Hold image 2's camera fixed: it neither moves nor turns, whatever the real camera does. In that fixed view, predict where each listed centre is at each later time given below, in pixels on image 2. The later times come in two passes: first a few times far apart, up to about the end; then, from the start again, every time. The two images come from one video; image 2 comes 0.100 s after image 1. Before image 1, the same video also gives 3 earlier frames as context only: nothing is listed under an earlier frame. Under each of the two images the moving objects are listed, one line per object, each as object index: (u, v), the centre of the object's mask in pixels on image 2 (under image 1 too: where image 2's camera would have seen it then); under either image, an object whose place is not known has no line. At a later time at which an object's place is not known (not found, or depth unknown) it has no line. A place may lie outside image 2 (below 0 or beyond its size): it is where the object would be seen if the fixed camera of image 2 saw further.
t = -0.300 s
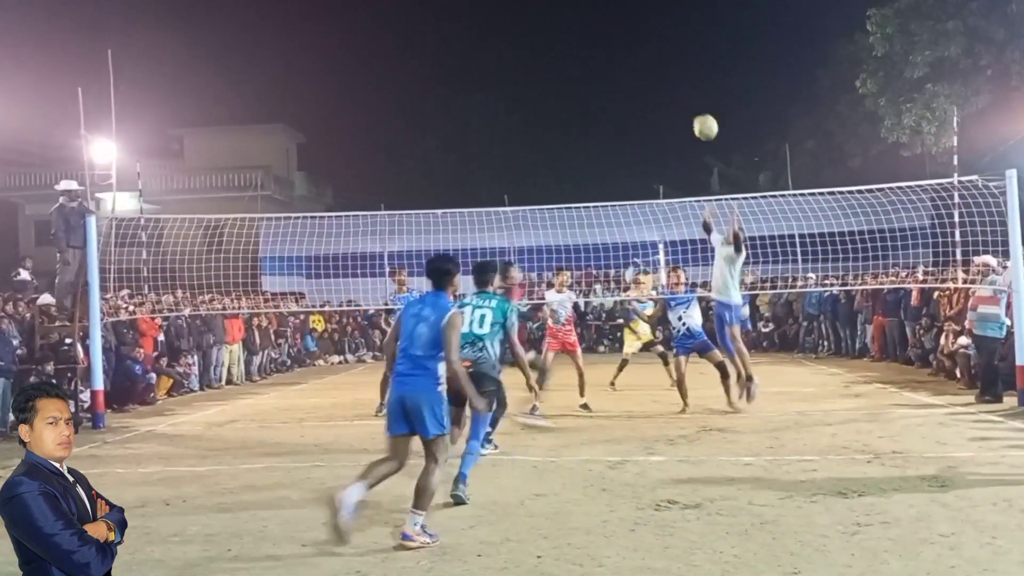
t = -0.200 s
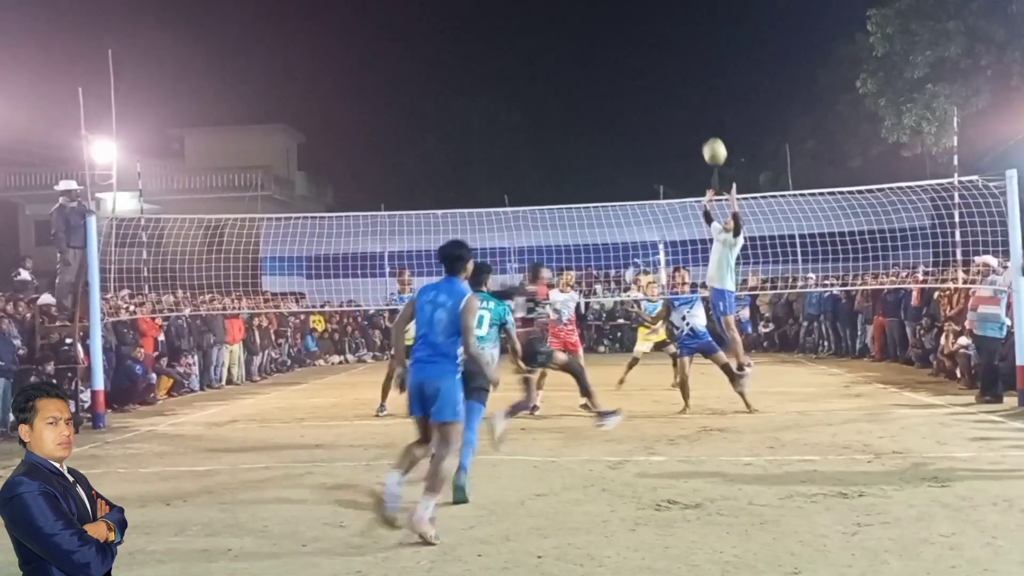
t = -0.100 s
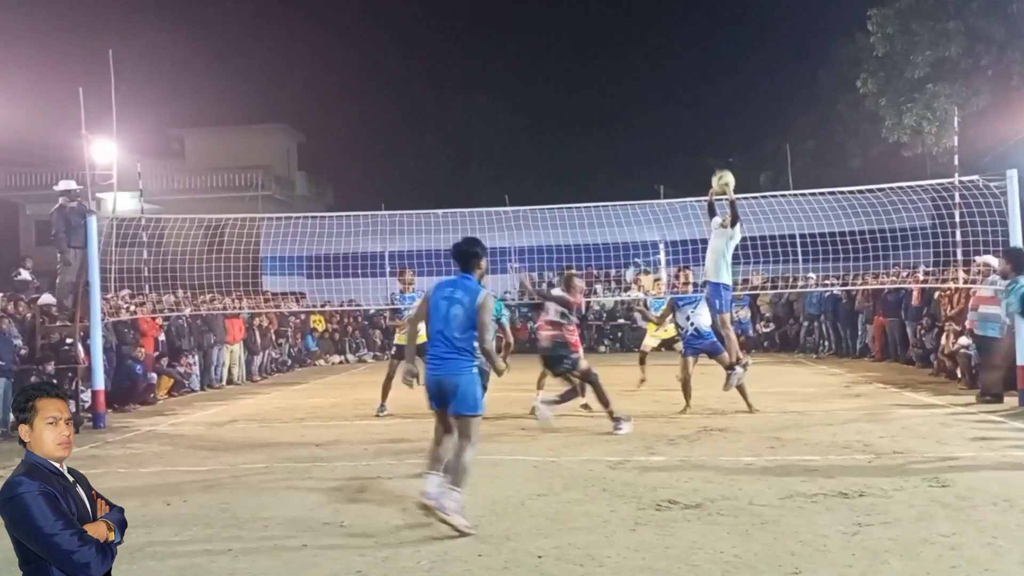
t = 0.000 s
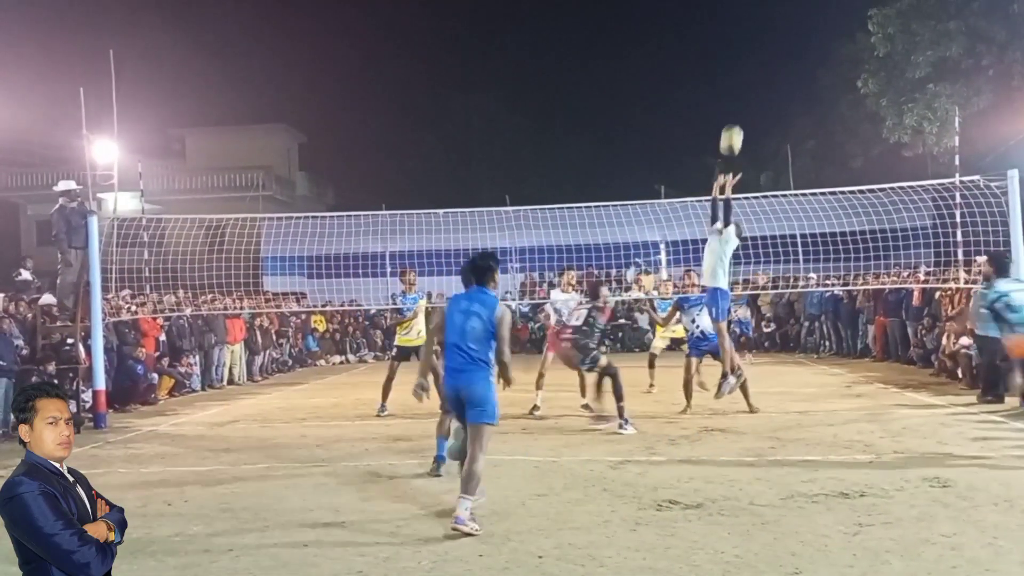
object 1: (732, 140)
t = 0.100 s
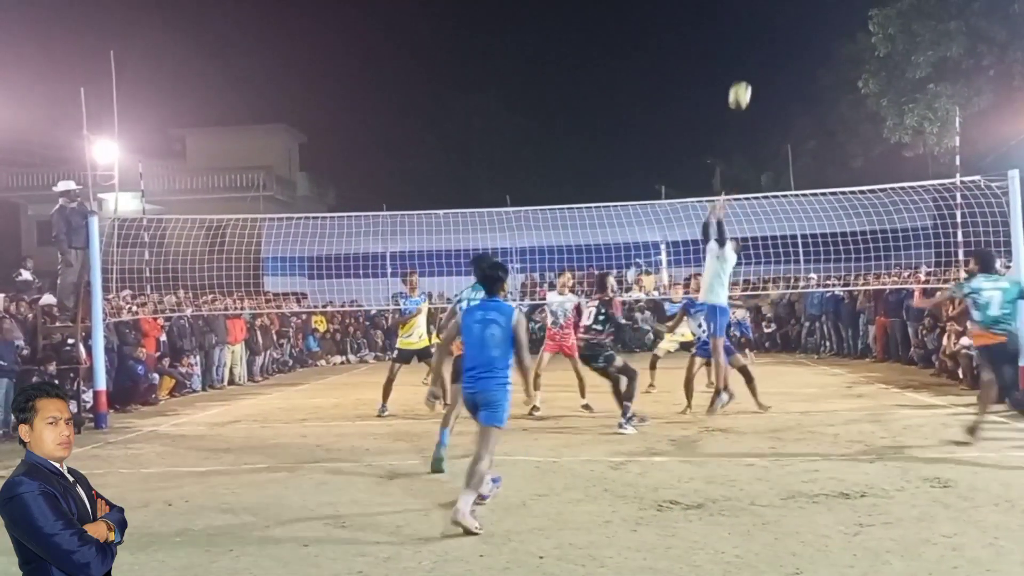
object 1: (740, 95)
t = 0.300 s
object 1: (755, 34)
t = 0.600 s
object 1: (779, 11)
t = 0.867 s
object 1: (802, 62)
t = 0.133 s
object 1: (742, 82)
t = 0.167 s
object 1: (745, 71)
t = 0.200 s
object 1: (747, 60)
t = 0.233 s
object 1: (750, 50)
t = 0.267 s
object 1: (752, 41)
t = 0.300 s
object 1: (755, 34)
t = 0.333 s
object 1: (758, 27)
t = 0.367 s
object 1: (760, 21)
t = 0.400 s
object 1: (763, 17)
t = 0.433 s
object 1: (765, 13)
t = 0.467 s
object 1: (768, 11)
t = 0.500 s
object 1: (771, 9)
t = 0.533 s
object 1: (774, 9)
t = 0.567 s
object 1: (776, 10)
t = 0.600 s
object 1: (779, 11)
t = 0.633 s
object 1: (782, 14)
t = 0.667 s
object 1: (785, 18)
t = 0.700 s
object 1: (787, 23)
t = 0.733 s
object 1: (791, 29)
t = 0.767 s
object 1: (794, 36)
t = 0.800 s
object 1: (796, 44)
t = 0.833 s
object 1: (800, 53)
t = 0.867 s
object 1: (802, 62)
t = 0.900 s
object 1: (805, 74)
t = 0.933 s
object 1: (808, 86)
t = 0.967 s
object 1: (811, 98)
